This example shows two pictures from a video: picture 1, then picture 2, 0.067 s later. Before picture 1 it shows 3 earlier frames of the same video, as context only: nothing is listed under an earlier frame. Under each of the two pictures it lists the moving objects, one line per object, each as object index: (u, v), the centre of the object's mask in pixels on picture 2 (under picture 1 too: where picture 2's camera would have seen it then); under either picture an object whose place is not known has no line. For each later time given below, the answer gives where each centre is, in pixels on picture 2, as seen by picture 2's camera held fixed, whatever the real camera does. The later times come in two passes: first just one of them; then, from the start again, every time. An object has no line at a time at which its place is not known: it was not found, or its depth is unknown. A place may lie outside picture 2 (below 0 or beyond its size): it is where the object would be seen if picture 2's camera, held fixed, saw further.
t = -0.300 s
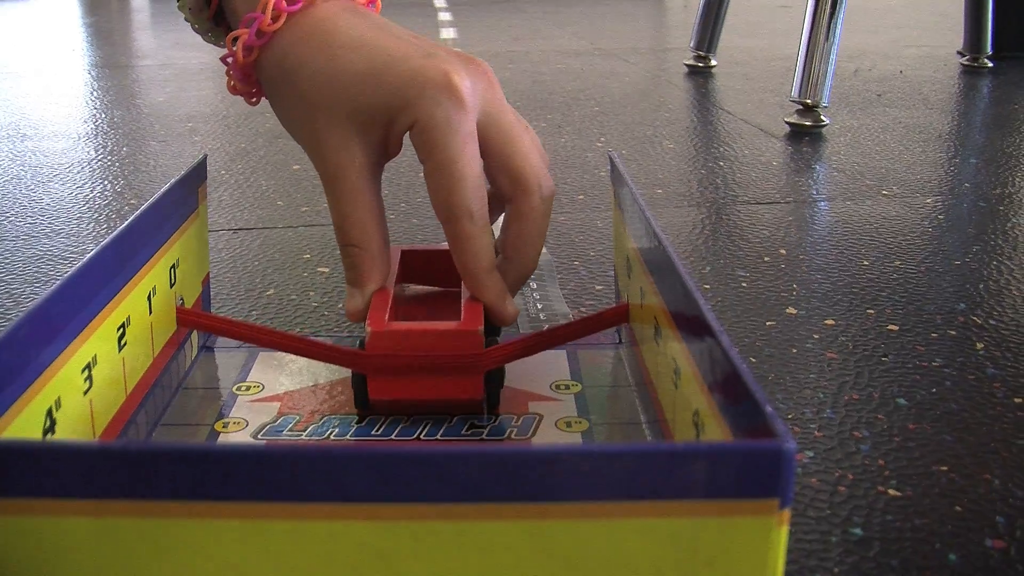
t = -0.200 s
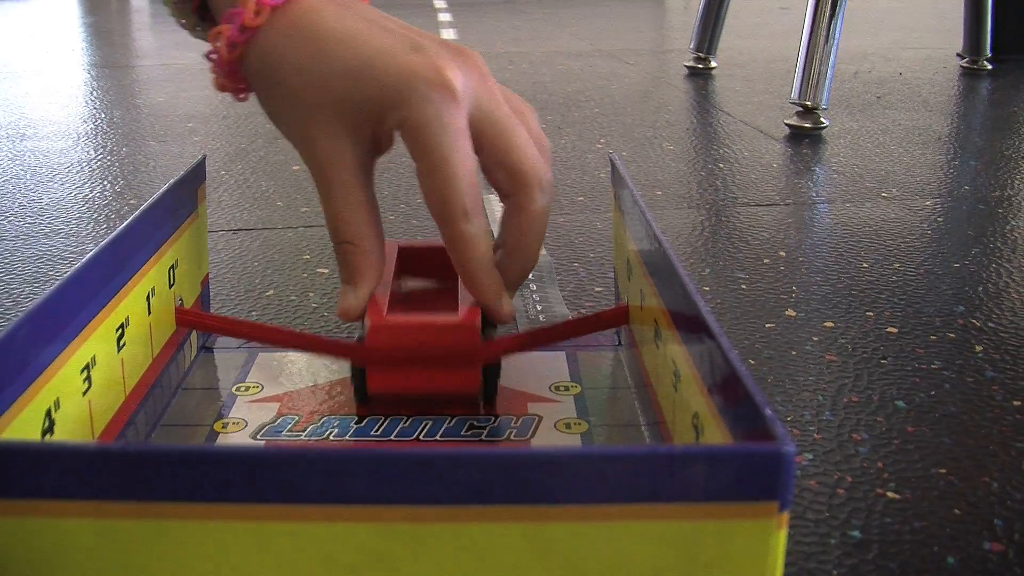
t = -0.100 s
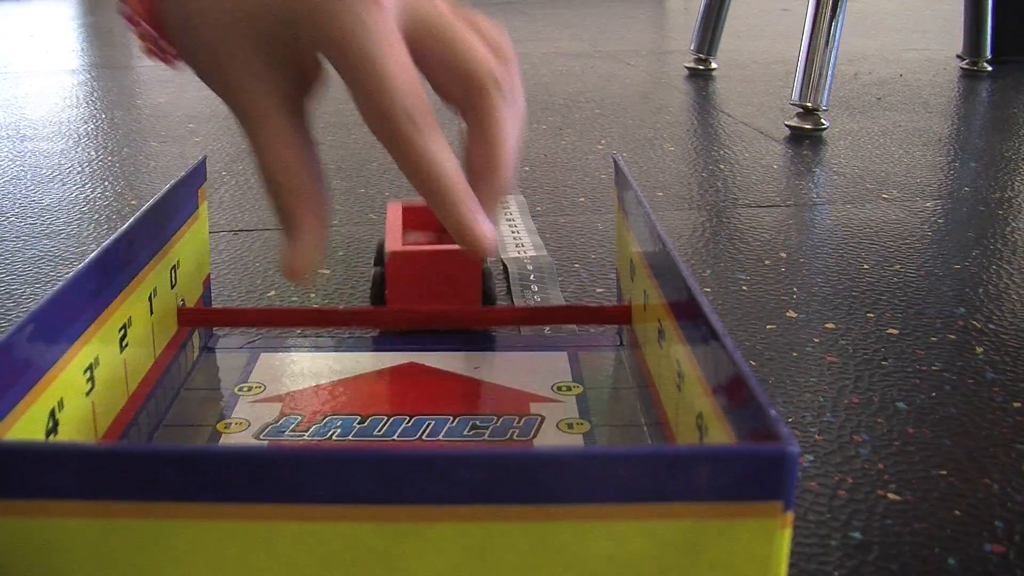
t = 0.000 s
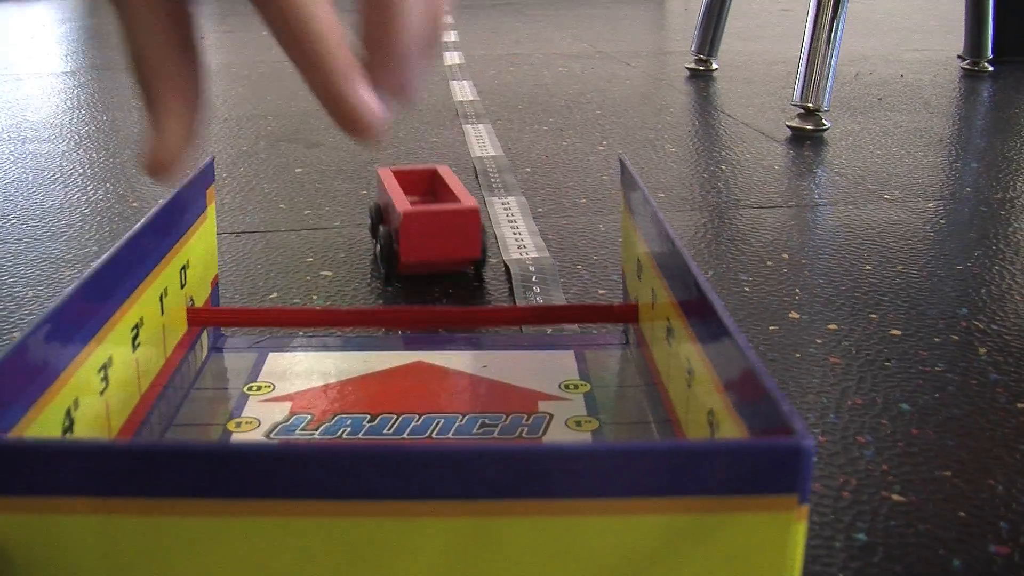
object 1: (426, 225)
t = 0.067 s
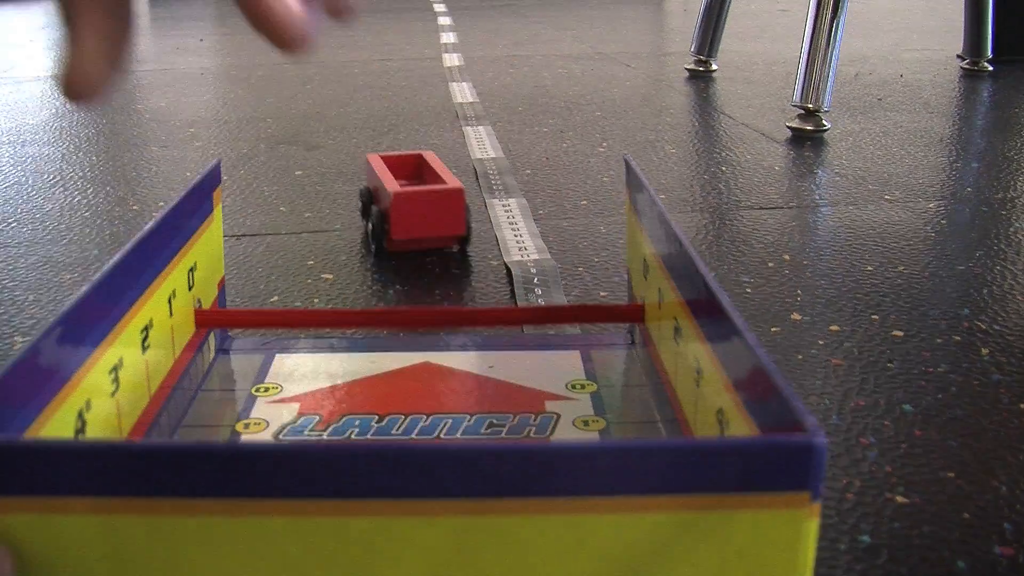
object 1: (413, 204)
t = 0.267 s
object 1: (378, 162)
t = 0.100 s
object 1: (406, 195)
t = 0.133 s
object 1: (400, 186)
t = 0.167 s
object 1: (394, 179)
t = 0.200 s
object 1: (389, 172)
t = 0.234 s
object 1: (384, 167)
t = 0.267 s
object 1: (378, 162)
